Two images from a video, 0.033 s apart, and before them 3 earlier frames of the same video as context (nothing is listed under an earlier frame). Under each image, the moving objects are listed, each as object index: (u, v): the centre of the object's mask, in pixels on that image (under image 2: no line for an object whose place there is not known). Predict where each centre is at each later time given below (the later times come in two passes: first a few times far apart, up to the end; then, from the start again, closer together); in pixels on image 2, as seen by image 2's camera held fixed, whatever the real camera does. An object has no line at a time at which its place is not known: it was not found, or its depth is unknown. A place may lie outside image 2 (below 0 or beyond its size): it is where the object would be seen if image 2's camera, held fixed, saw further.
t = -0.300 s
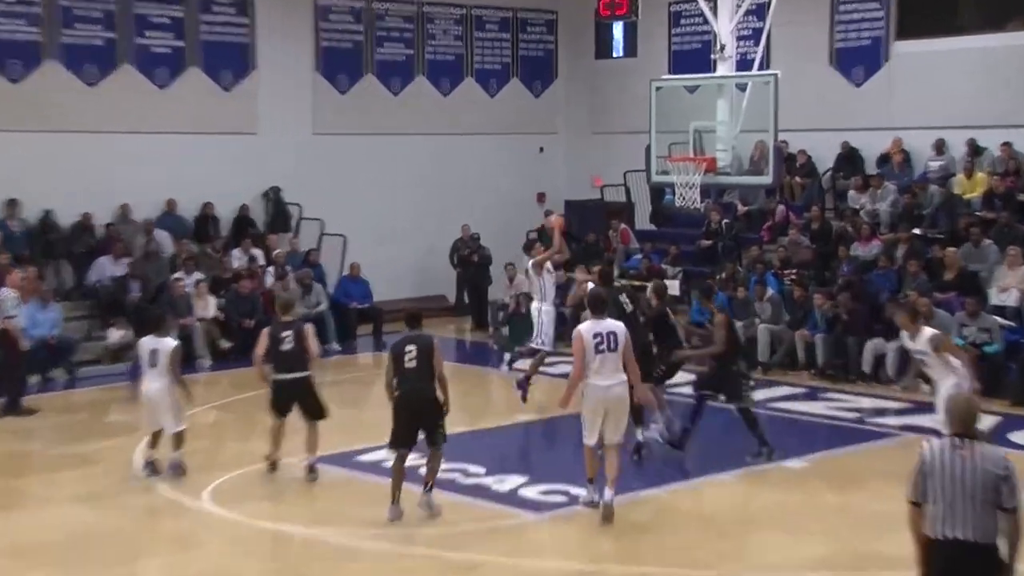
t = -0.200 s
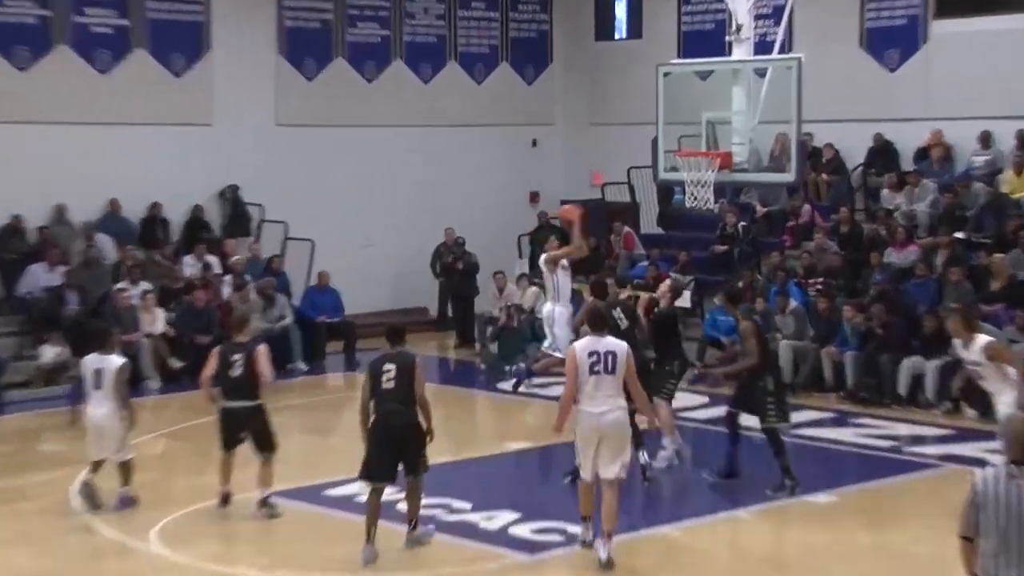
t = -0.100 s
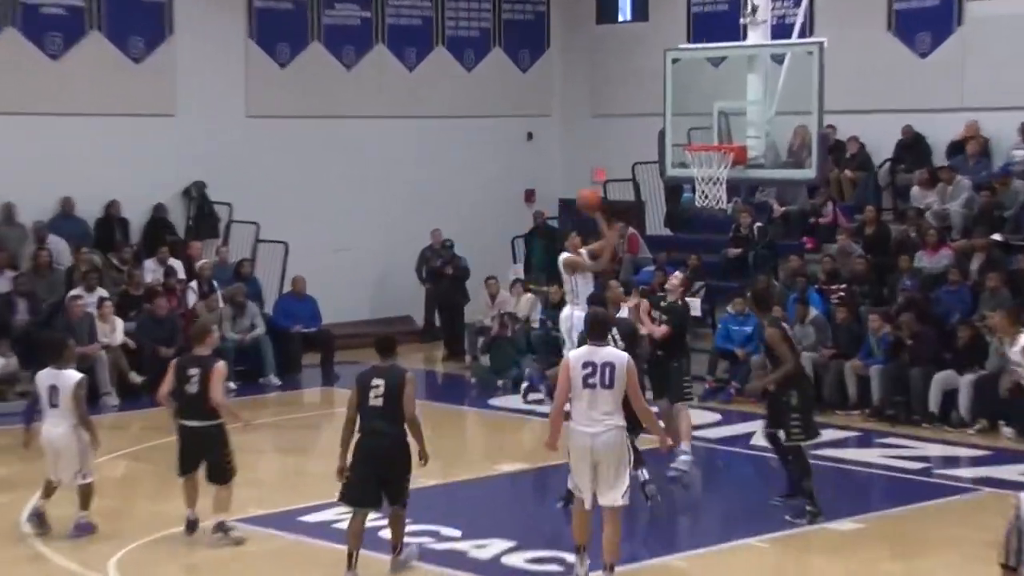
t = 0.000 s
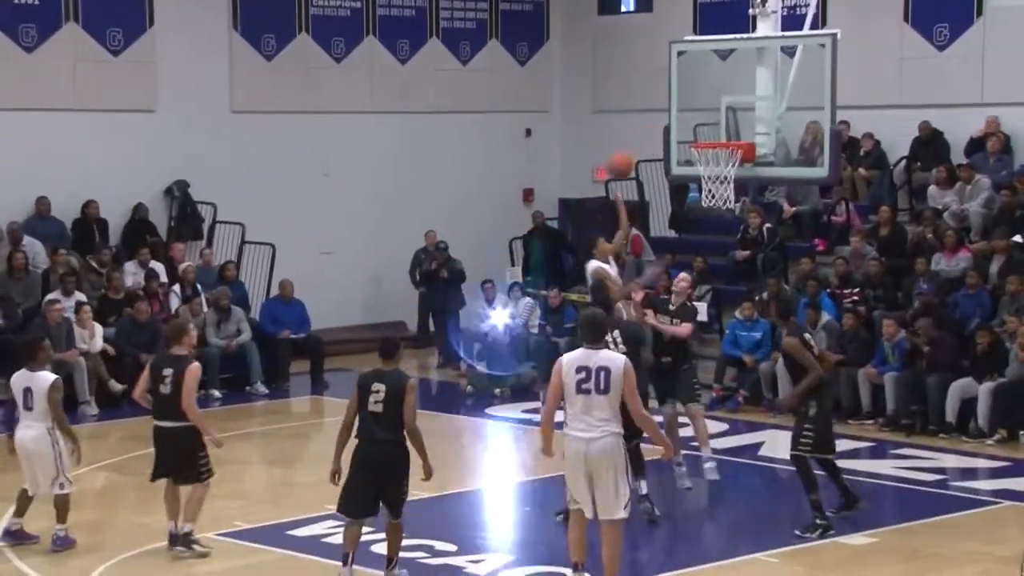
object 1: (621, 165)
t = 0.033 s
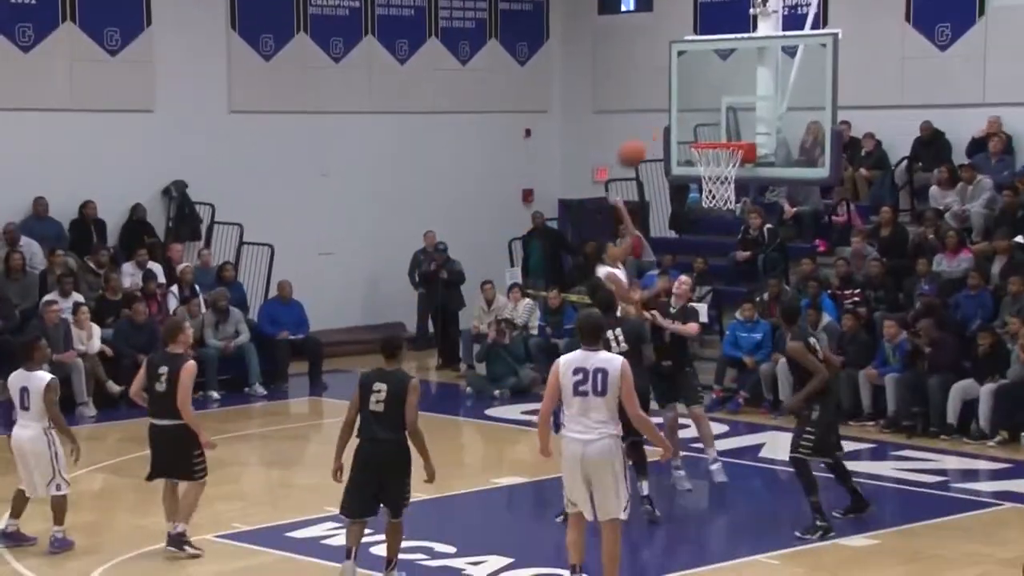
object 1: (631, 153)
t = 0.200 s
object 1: (690, 115)
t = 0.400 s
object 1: (709, 114)
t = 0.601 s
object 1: (718, 136)
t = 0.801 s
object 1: (709, 178)
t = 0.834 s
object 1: (705, 184)
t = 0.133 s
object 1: (666, 127)
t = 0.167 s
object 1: (678, 121)
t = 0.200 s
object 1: (690, 115)
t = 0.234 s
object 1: (701, 111)
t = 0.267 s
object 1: (708, 109)
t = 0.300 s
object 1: (708, 108)
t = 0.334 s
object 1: (708, 109)
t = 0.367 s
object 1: (709, 111)
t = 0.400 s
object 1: (709, 114)
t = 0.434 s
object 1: (709, 118)
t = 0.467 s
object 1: (709, 125)
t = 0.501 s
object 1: (709, 132)
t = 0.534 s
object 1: (711, 135)
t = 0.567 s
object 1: (715, 135)
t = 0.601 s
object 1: (718, 136)
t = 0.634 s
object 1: (724, 138)
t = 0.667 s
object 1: (724, 139)
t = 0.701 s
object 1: (722, 157)
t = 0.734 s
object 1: (718, 159)
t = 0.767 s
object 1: (714, 168)
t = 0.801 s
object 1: (709, 178)
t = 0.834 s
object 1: (705, 184)
